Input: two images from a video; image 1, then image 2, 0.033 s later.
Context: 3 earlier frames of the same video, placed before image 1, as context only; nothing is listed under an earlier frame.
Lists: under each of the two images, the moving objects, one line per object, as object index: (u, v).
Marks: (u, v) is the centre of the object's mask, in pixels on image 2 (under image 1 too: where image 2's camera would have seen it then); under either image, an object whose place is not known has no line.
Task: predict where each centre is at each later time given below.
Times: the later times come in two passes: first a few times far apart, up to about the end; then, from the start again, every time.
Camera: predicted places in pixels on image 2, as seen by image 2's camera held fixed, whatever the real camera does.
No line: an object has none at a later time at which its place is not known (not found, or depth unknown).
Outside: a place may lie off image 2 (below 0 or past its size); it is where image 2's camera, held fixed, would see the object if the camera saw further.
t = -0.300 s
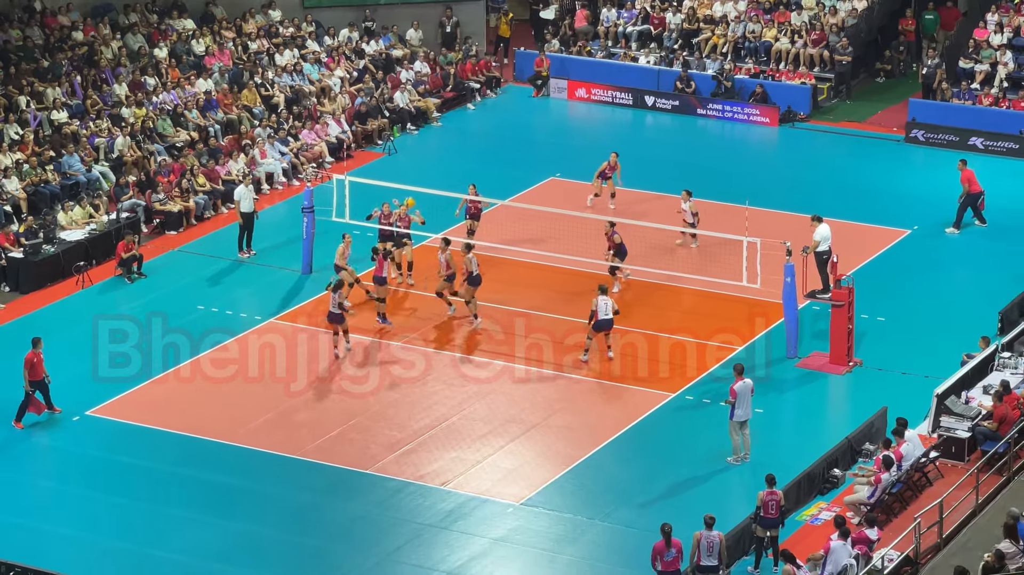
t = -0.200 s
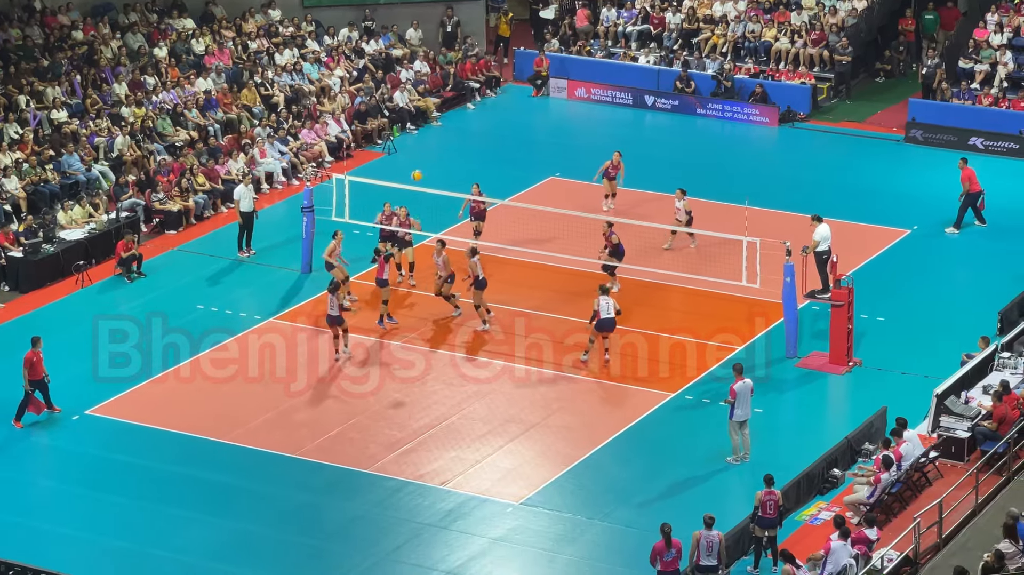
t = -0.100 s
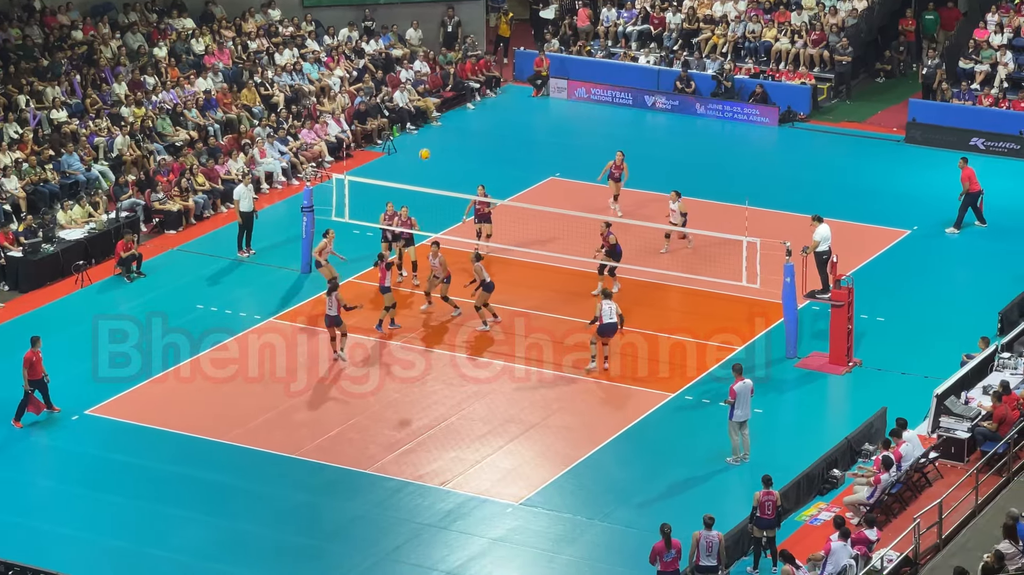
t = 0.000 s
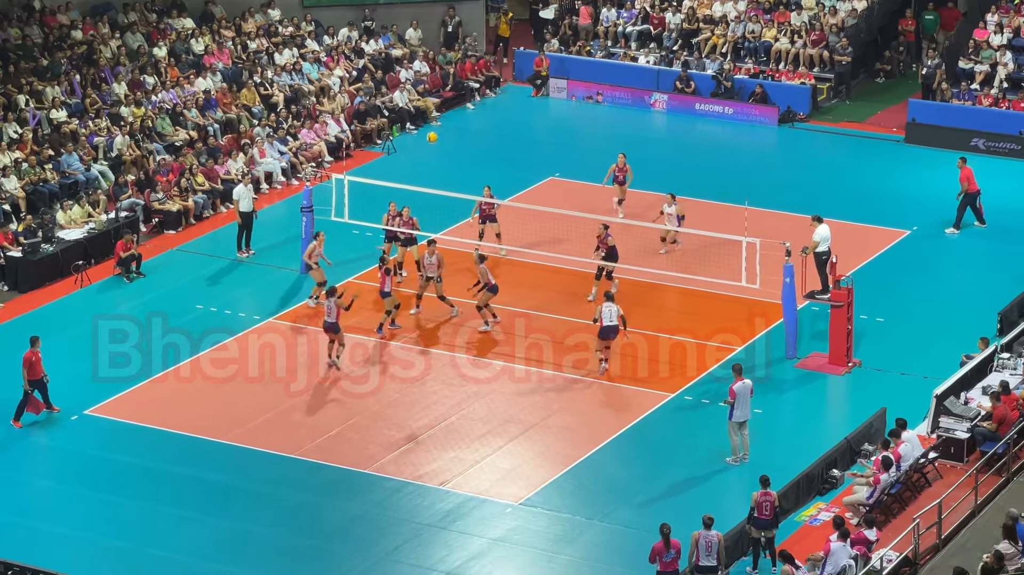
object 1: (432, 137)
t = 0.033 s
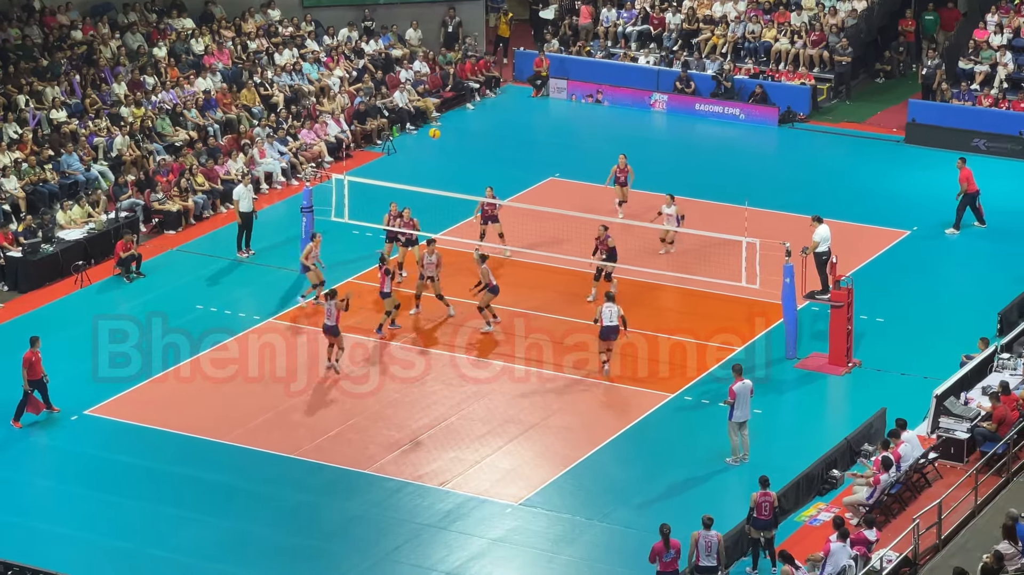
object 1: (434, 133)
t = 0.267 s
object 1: (452, 116)
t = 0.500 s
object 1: (470, 127)
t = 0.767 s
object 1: (490, 170)
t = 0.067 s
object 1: (437, 128)
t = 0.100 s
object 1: (439, 125)
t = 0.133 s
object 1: (441, 123)
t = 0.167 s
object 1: (444, 120)
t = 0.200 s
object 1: (447, 118)
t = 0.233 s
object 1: (449, 117)
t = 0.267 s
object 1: (452, 116)
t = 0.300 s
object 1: (455, 116)
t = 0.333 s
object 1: (457, 117)
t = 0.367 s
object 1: (459, 118)
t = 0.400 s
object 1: (462, 119)
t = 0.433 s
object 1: (465, 121)
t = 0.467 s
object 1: (467, 124)
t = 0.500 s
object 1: (470, 127)
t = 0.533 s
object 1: (472, 130)
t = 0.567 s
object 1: (475, 134)
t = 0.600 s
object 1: (478, 139)
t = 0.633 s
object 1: (480, 144)
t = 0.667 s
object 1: (483, 150)
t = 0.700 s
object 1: (485, 155)
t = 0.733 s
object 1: (488, 162)
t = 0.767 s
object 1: (490, 170)
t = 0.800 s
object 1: (492, 177)
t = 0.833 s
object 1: (495, 185)
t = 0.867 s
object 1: (497, 194)
